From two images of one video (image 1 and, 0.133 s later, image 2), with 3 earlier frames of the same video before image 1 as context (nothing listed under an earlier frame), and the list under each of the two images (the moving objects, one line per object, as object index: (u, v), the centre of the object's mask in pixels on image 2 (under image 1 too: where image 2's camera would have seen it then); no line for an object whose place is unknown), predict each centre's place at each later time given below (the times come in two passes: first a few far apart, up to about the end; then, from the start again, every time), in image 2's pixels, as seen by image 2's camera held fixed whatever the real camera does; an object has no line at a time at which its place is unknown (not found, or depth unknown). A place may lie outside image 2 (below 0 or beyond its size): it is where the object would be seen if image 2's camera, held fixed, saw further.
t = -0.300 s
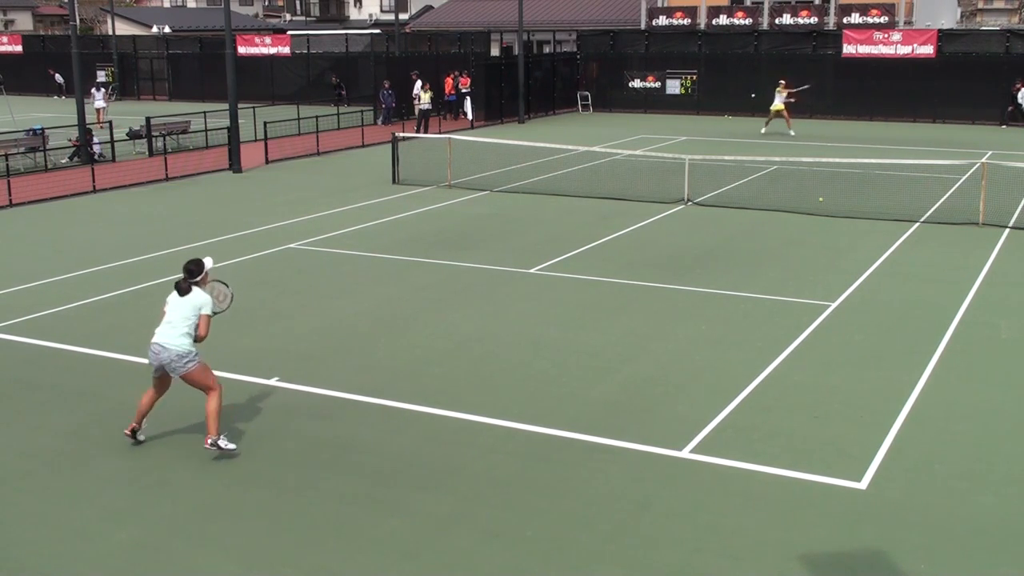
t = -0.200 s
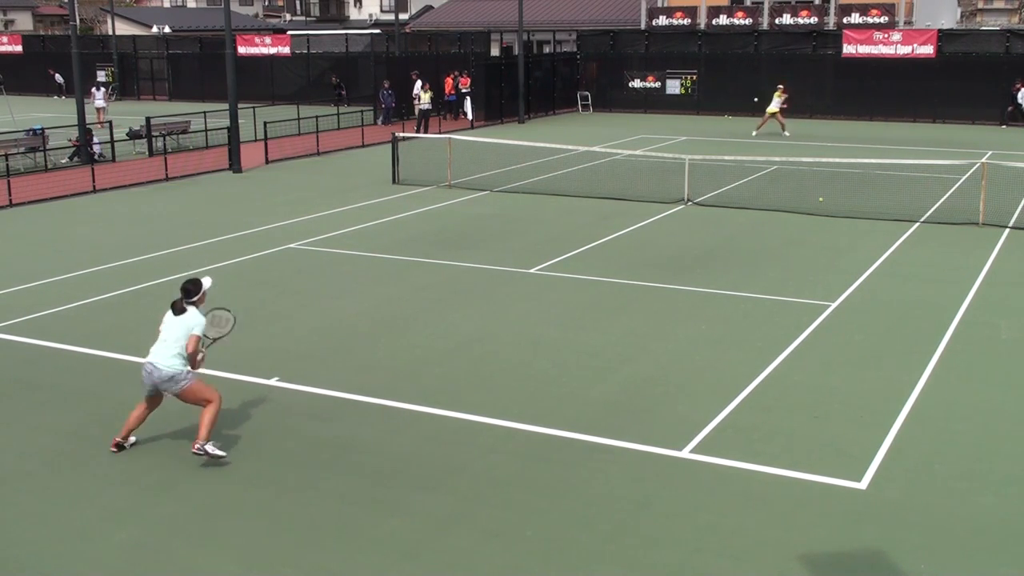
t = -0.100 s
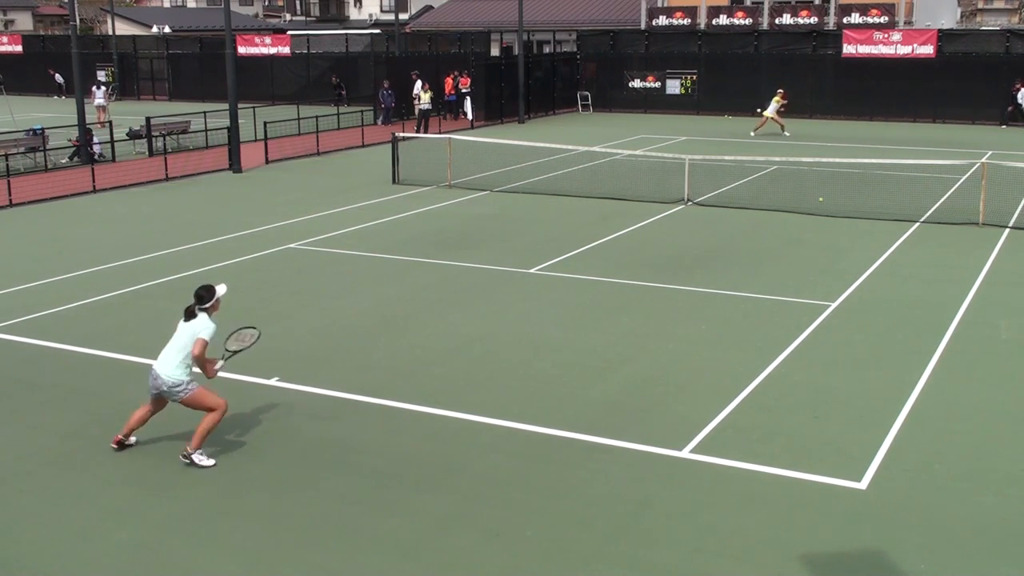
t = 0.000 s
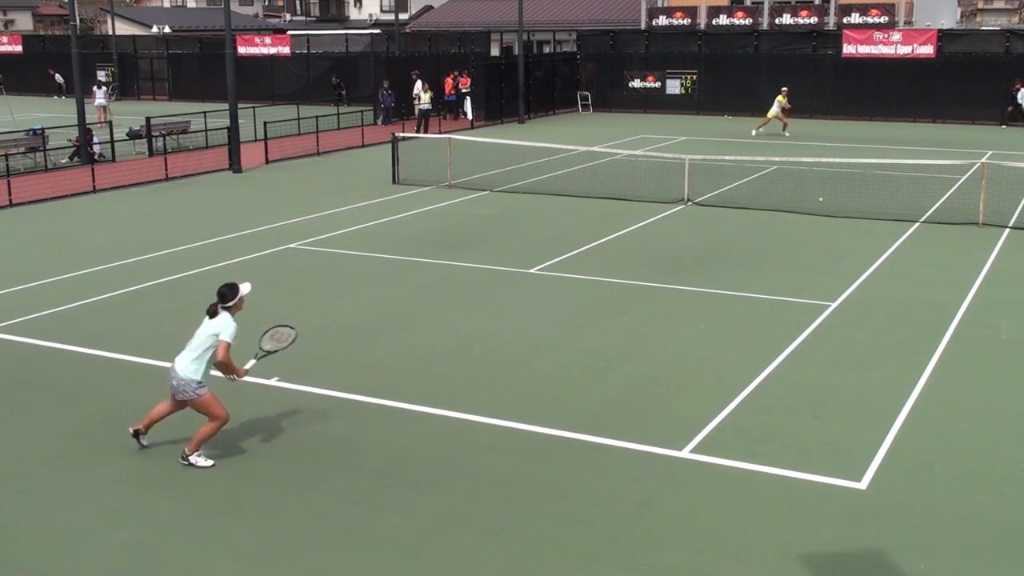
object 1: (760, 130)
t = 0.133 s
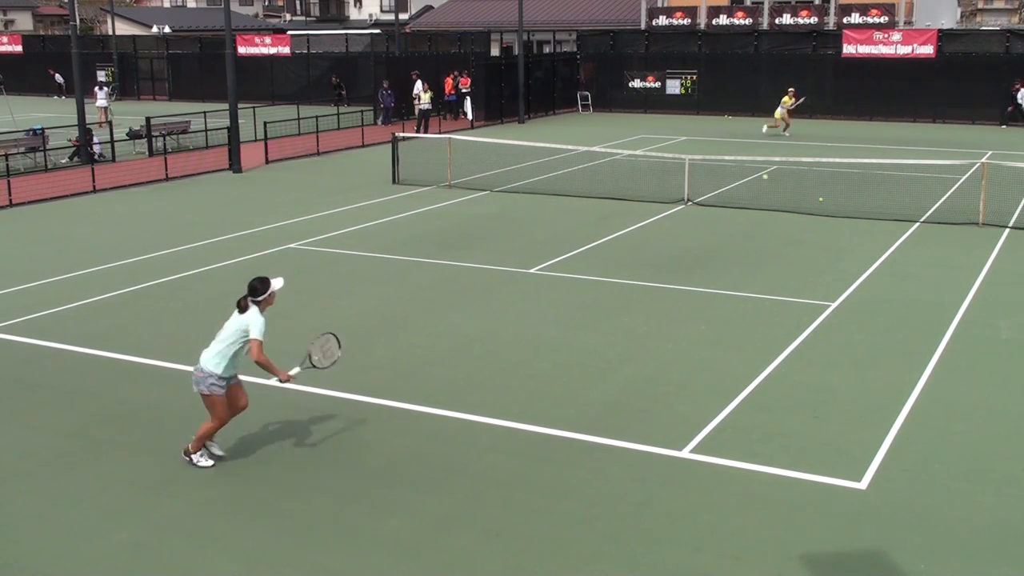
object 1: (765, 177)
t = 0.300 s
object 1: (770, 283)
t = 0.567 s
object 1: (779, 351)
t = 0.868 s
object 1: (790, 545)
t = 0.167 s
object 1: (766, 193)
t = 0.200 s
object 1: (767, 211)
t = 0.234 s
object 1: (768, 232)
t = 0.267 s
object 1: (769, 256)
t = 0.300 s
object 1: (770, 283)
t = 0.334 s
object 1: (770, 314)
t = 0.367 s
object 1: (771, 348)
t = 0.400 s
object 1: (772, 346)
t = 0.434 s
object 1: (774, 344)
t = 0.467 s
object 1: (775, 343)
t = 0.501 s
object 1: (776, 344)
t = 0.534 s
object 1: (777, 346)
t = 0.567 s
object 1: (779, 351)
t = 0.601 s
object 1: (780, 358)
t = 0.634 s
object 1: (781, 367)
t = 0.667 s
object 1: (782, 379)
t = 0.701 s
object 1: (784, 395)
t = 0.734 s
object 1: (785, 414)
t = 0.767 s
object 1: (786, 438)
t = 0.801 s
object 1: (787, 466)
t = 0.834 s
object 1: (789, 502)
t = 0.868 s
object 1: (790, 545)
